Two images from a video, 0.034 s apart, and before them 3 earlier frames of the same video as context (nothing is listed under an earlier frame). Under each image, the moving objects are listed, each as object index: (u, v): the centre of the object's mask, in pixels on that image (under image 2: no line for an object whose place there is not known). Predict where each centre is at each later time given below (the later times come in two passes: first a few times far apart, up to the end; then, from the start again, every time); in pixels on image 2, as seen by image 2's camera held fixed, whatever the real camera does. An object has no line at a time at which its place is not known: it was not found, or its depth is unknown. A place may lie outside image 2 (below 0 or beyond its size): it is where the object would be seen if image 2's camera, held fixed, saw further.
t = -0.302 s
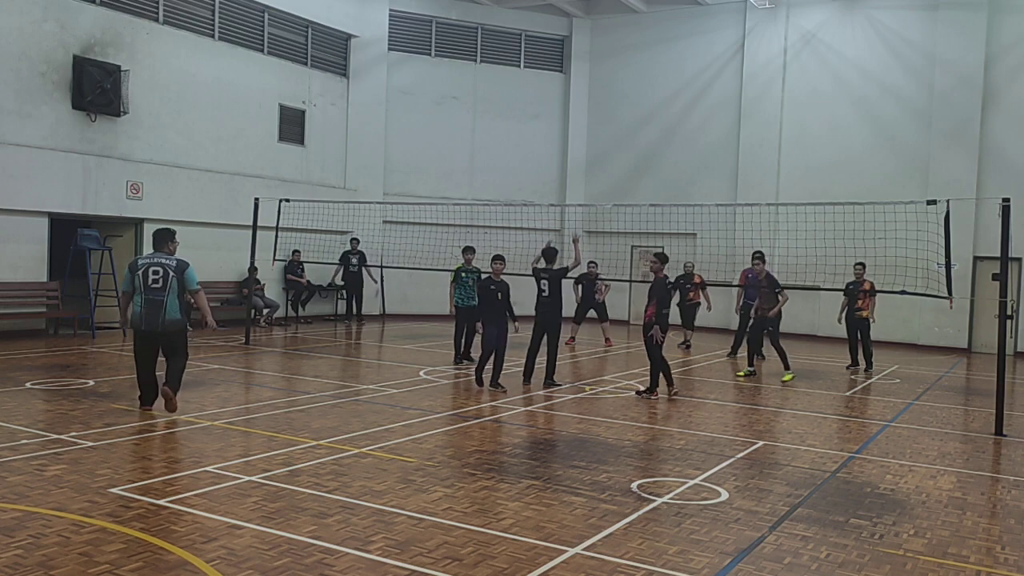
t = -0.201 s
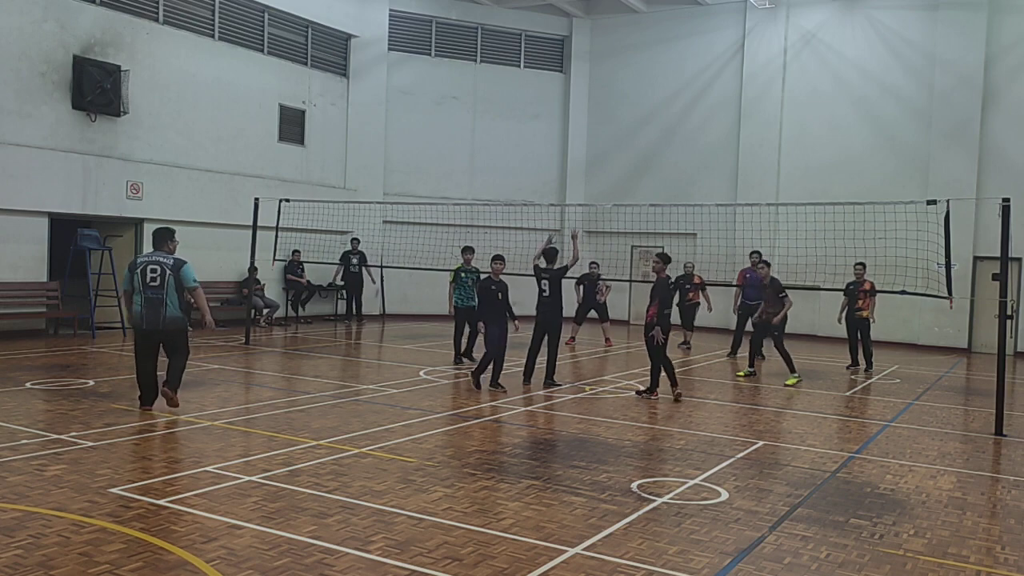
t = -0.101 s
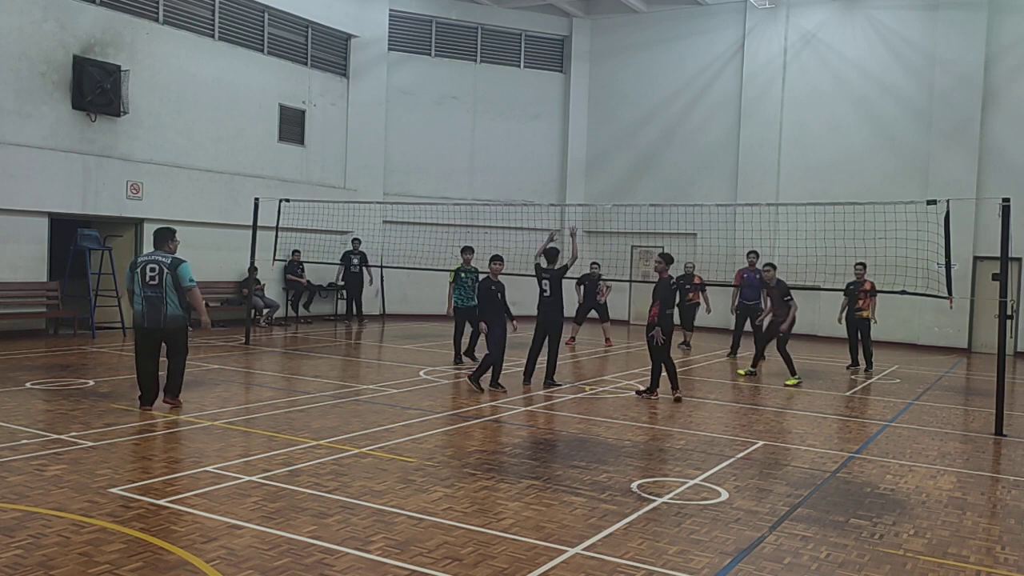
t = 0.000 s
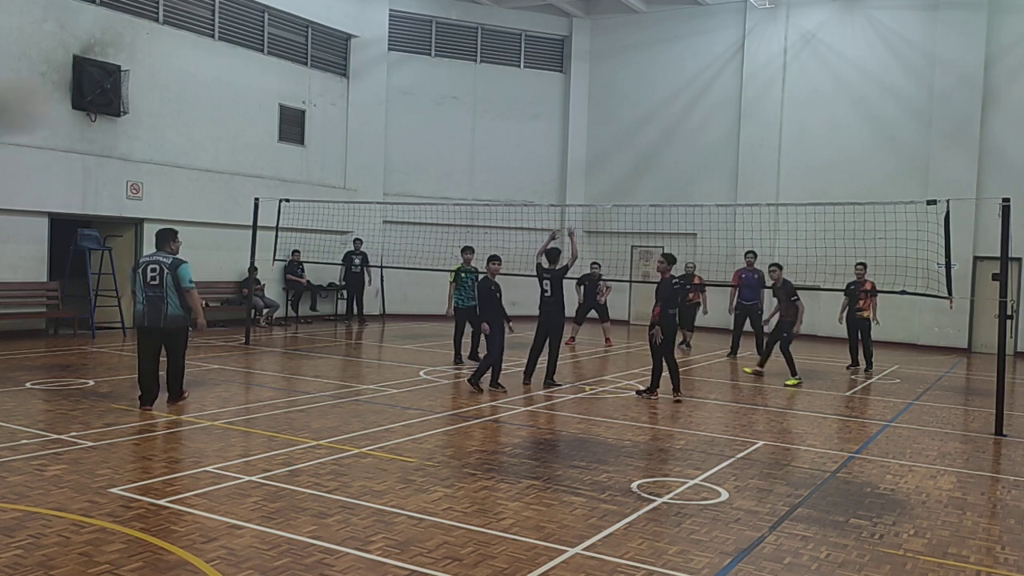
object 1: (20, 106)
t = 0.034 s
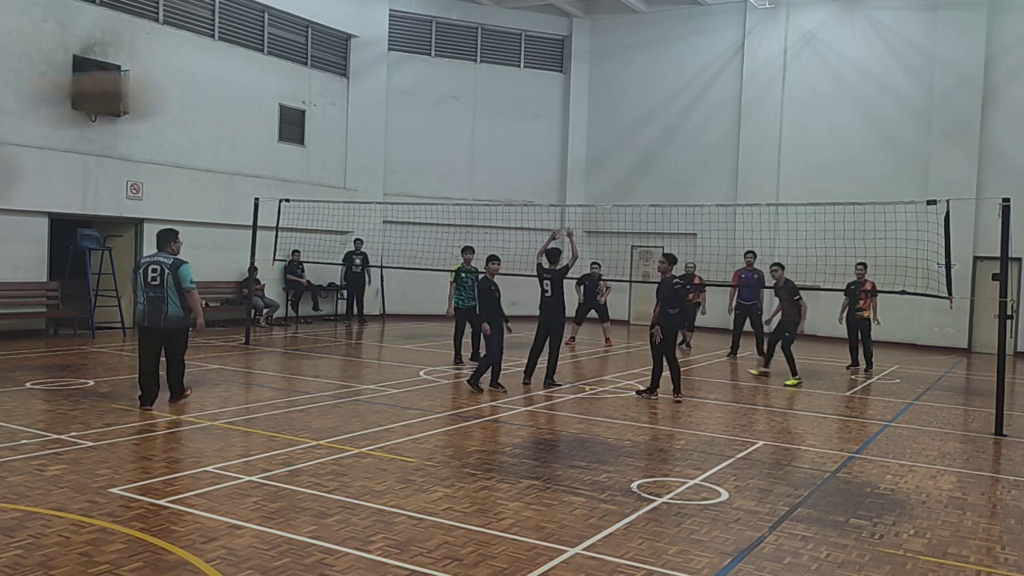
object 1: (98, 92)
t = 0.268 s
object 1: (503, 89)
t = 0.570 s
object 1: (650, 143)
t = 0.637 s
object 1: (669, 159)
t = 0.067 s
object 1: (202, 93)
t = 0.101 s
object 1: (280, 88)
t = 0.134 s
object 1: (343, 84)
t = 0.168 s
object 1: (396, 84)
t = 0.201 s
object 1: (438, 84)
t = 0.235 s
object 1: (473, 86)
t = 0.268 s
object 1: (503, 89)
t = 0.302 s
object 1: (529, 92)
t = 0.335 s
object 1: (551, 95)
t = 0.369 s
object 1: (571, 100)
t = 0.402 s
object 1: (587, 106)
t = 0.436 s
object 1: (601, 113)
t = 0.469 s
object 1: (615, 120)
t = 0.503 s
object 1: (627, 127)
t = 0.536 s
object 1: (639, 135)
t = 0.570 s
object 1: (650, 143)
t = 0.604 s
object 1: (659, 151)
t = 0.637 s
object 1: (669, 159)
